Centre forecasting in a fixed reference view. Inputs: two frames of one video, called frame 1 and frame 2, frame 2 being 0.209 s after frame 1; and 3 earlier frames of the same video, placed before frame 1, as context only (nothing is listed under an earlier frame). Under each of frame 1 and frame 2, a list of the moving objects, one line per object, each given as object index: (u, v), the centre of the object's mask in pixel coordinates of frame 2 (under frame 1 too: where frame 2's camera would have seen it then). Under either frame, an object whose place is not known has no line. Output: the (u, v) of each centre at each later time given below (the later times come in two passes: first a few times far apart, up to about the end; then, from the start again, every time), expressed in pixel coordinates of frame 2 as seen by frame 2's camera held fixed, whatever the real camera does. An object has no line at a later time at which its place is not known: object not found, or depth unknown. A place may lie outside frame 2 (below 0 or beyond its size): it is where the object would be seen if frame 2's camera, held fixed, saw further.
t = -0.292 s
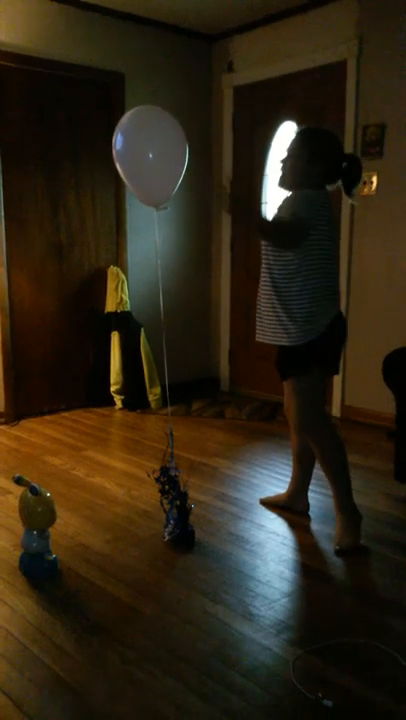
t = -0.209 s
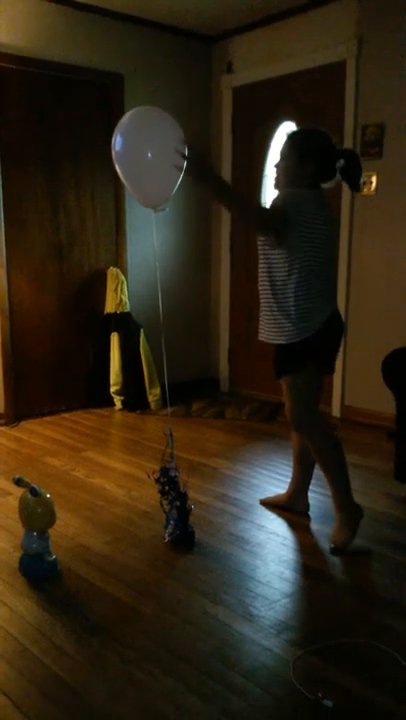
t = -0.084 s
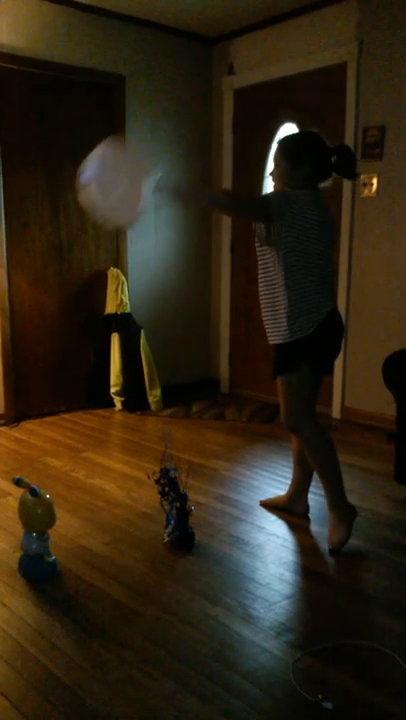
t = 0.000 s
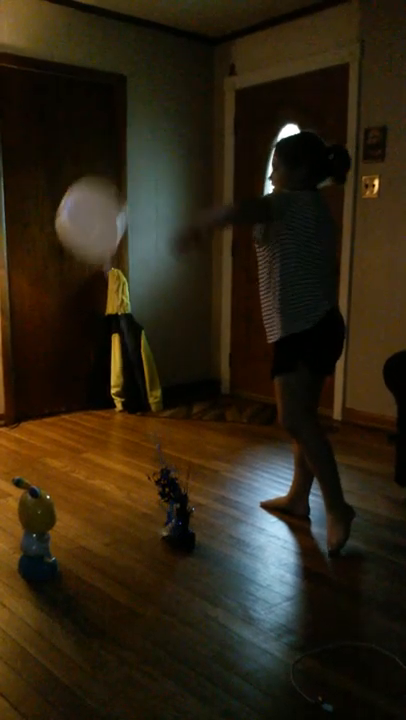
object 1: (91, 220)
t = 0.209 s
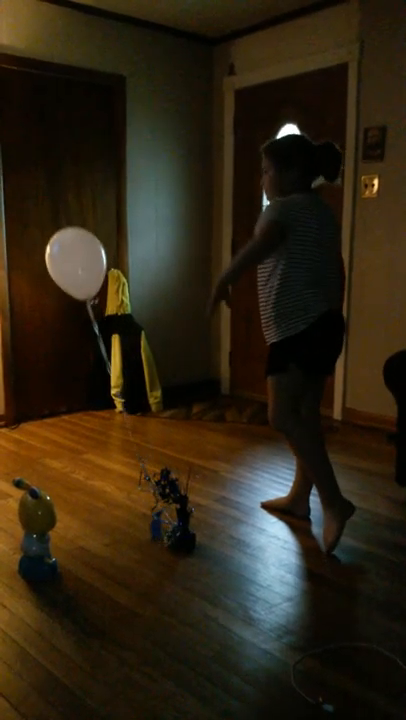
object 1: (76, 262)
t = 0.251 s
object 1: (76, 264)
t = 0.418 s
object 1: (75, 267)
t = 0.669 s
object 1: (79, 256)
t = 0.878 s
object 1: (91, 227)
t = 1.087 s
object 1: (112, 193)
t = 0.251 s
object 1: (76, 264)
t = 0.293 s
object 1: (76, 266)
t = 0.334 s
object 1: (76, 267)
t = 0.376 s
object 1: (75, 267)
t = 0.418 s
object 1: (75, 267)
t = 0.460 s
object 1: (75, 266)
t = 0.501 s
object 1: (75, 265)
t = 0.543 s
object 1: (75, 263)
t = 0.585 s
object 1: (76, 262)
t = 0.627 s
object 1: (78, 259)
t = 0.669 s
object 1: (79, 256)
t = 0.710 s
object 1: (81, 251)
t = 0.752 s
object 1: (83, 246)
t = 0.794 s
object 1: (86, 241)
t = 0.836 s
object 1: (88, 235)
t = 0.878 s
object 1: (91, 227)
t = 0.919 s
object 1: (95, 221)
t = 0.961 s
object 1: (99, 213)
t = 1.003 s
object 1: (103, 206)
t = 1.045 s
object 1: (107, 200)
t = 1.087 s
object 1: (112, 193)
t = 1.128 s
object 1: (116, 187)
